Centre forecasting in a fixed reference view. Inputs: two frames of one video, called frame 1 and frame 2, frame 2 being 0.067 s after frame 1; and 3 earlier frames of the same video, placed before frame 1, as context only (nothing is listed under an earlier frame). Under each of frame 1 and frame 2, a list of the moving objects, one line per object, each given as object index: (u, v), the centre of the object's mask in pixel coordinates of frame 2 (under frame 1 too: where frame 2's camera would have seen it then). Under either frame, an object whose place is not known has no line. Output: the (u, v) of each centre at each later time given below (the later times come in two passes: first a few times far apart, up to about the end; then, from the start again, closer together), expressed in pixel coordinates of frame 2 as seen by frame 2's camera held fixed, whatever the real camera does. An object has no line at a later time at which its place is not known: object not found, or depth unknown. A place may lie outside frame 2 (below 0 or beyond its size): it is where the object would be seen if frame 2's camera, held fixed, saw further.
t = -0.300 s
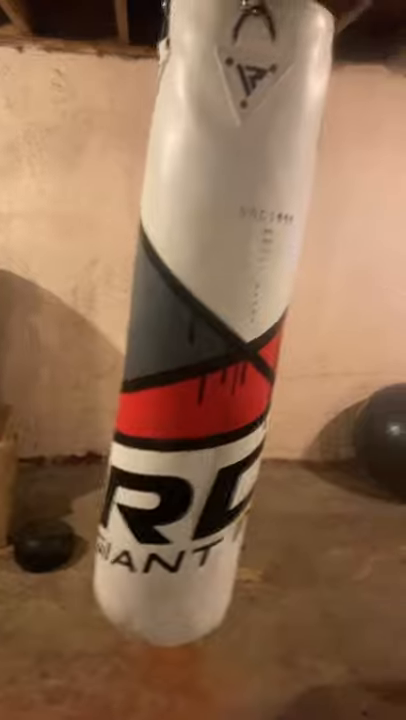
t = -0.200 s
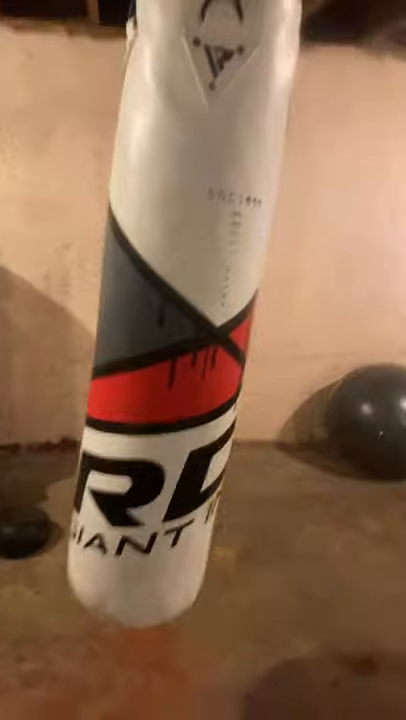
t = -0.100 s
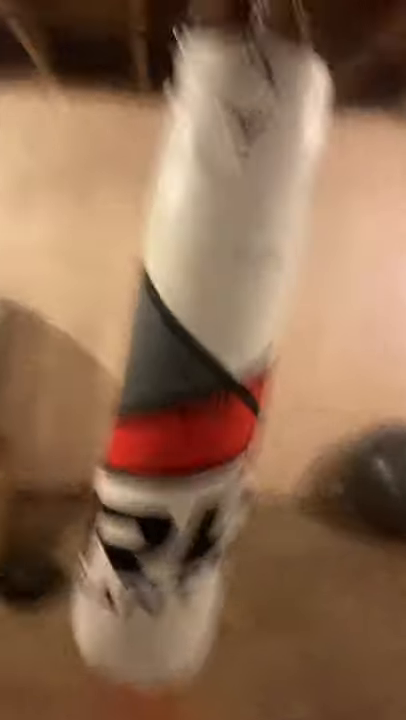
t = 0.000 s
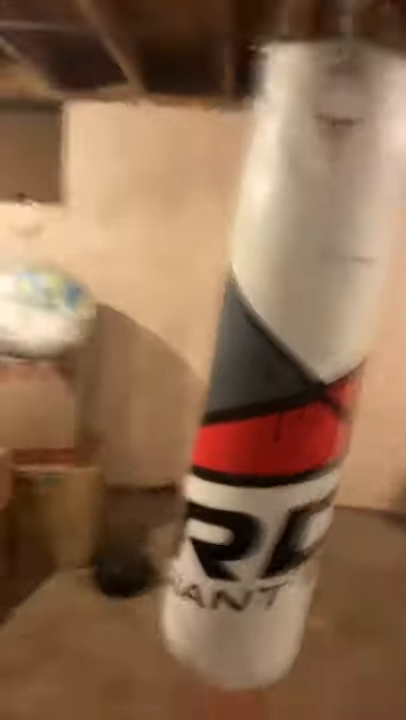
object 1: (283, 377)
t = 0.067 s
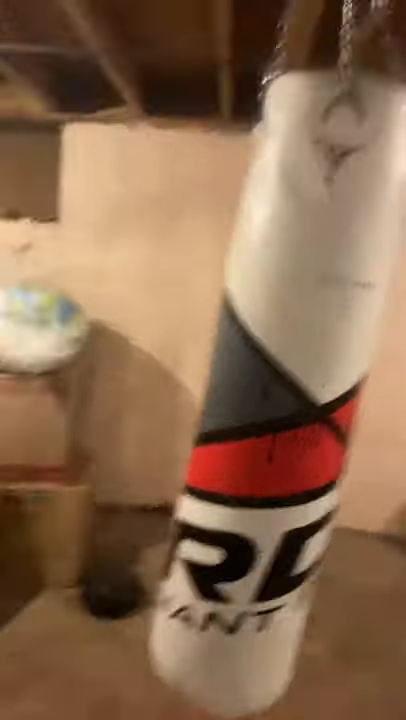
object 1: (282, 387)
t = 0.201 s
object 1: (281, 386)
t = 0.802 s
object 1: (279, 391)
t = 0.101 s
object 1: (283, 385)
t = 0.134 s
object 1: (281, 386)
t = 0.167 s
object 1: (281, 386)
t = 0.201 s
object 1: (281, 386)
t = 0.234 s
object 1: (281, 386)
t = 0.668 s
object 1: (275, 399)
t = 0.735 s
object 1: (277, 404)
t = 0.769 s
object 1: (279, 393)
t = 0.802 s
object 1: (279, 391)
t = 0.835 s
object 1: (280, 387)
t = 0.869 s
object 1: (283, 382)
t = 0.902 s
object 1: (285, 374)
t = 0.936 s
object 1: (281, 377)
